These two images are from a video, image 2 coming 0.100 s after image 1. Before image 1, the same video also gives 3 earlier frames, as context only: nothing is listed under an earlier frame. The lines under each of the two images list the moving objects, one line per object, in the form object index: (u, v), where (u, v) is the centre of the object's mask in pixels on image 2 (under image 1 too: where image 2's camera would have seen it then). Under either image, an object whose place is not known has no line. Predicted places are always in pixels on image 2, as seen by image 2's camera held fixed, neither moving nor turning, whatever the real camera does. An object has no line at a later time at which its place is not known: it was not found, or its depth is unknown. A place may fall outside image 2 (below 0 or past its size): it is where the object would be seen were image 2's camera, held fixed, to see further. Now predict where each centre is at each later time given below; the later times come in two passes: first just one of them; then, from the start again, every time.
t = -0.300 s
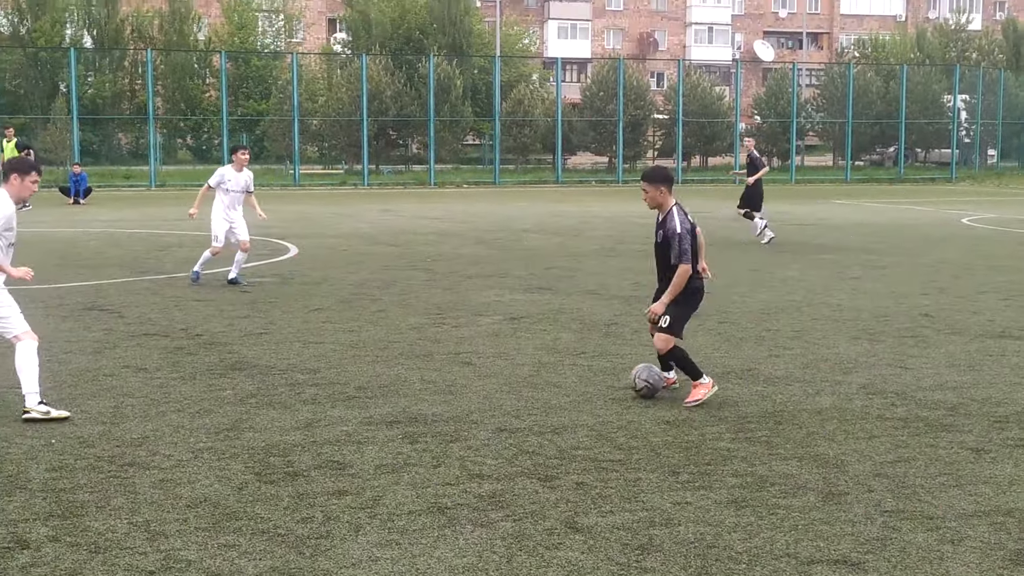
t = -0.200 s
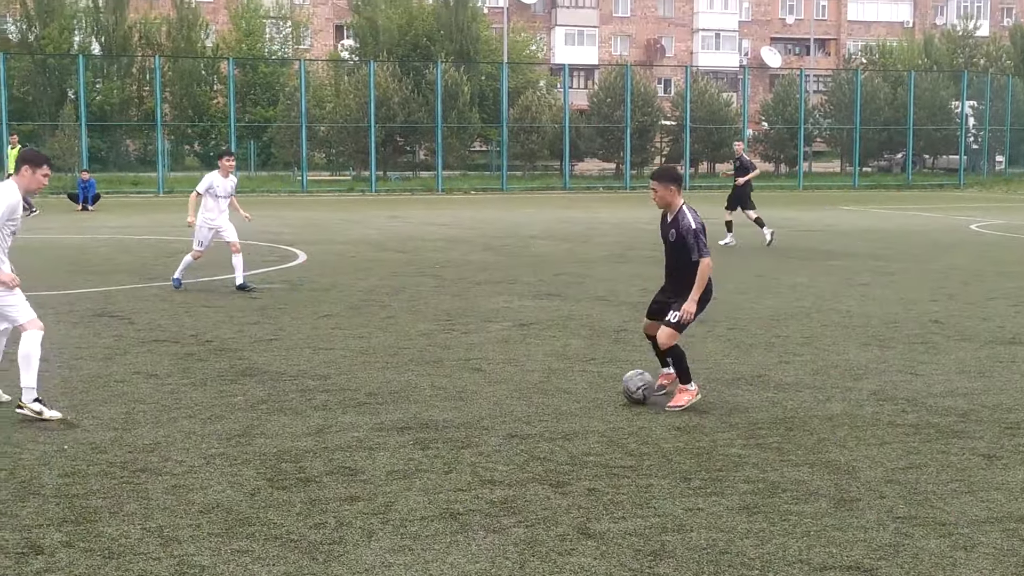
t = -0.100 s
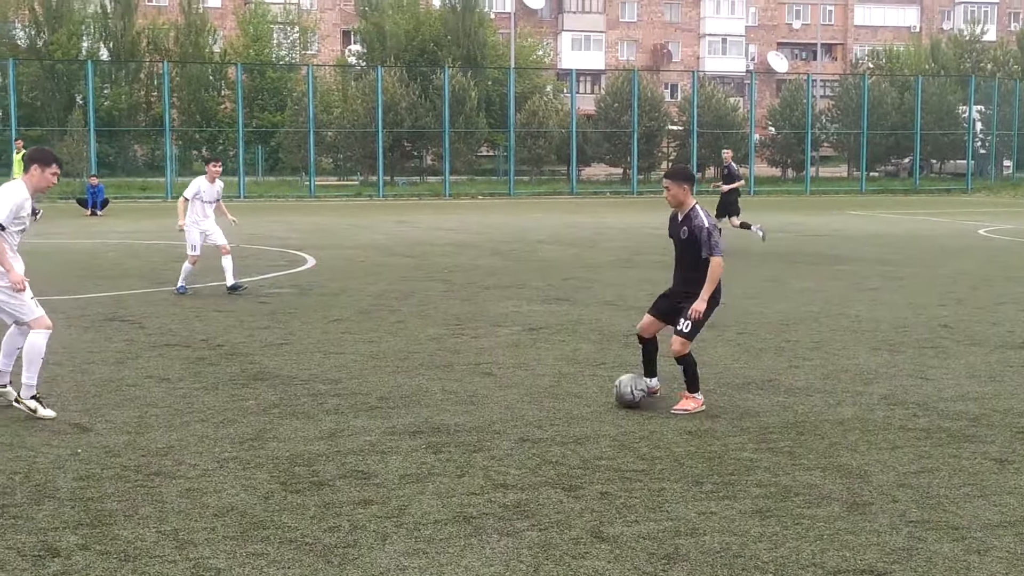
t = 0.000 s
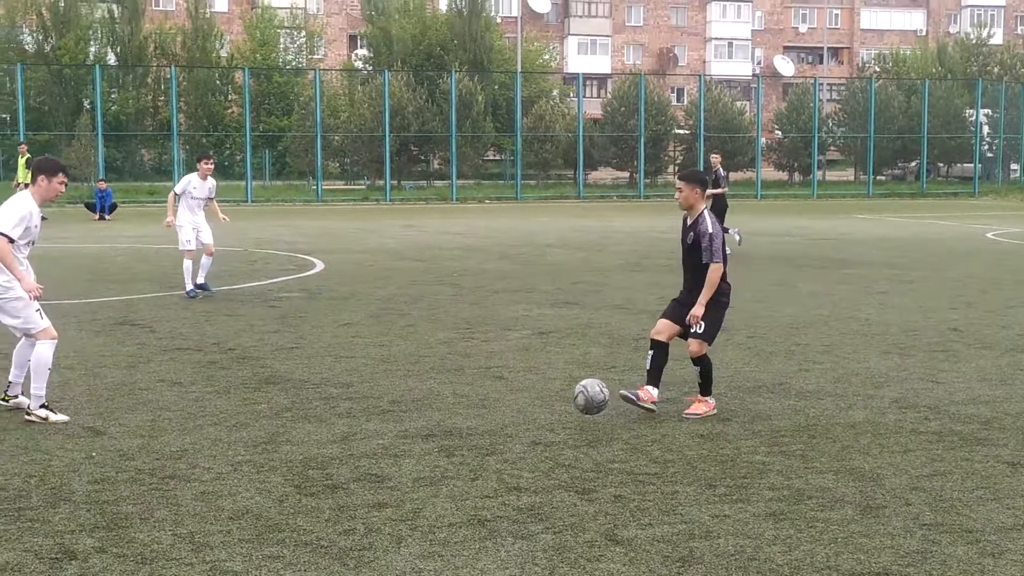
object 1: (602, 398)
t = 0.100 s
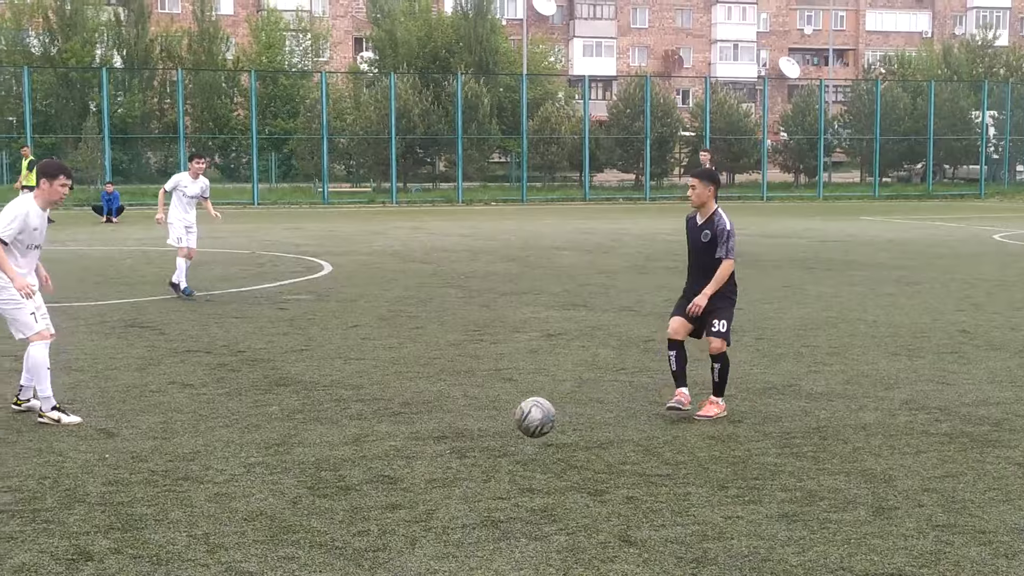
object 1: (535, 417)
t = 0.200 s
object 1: (454, 460)
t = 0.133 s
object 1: (511, 429)
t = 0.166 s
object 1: (484, 442)
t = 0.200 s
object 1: (454, 460)
